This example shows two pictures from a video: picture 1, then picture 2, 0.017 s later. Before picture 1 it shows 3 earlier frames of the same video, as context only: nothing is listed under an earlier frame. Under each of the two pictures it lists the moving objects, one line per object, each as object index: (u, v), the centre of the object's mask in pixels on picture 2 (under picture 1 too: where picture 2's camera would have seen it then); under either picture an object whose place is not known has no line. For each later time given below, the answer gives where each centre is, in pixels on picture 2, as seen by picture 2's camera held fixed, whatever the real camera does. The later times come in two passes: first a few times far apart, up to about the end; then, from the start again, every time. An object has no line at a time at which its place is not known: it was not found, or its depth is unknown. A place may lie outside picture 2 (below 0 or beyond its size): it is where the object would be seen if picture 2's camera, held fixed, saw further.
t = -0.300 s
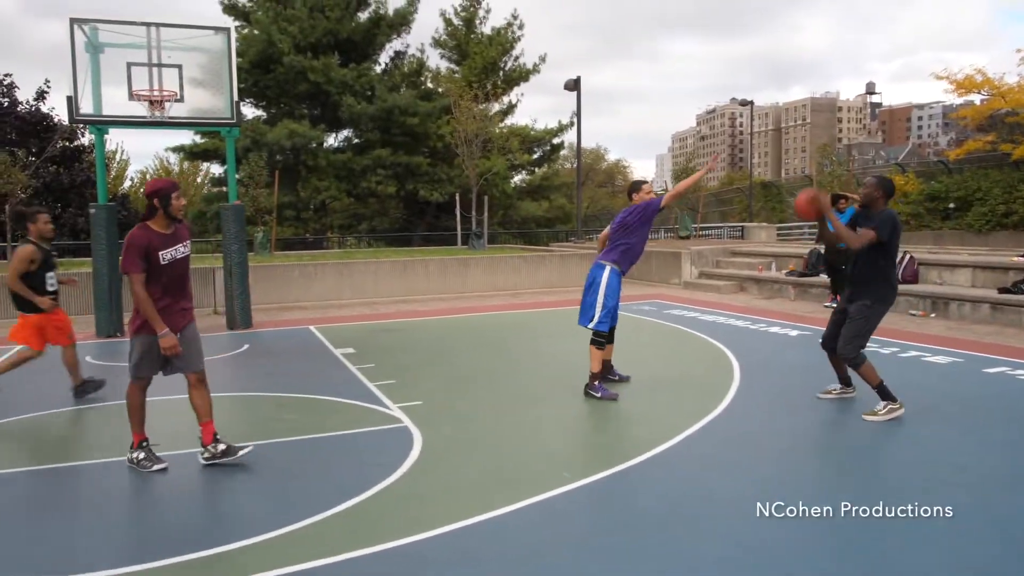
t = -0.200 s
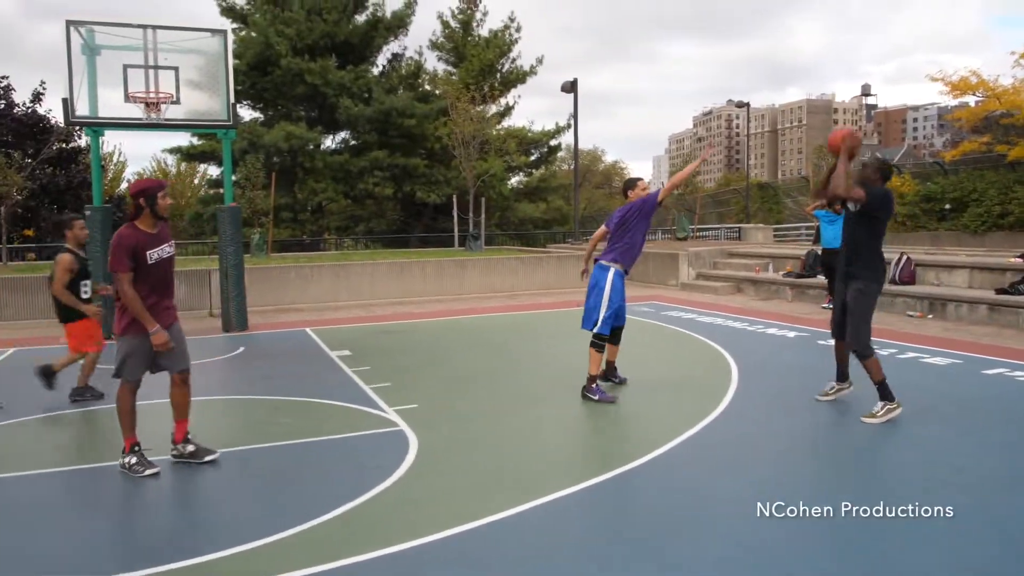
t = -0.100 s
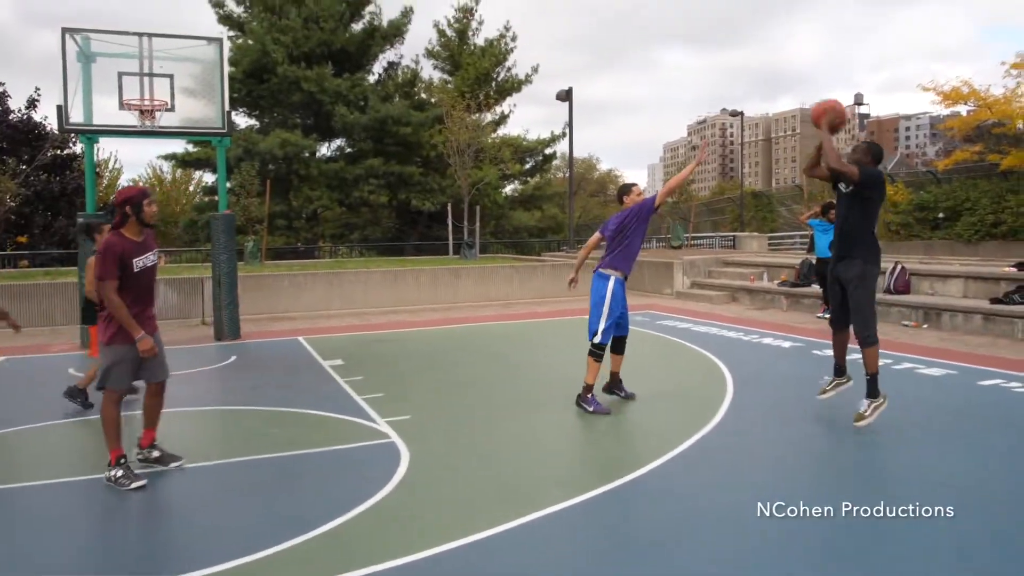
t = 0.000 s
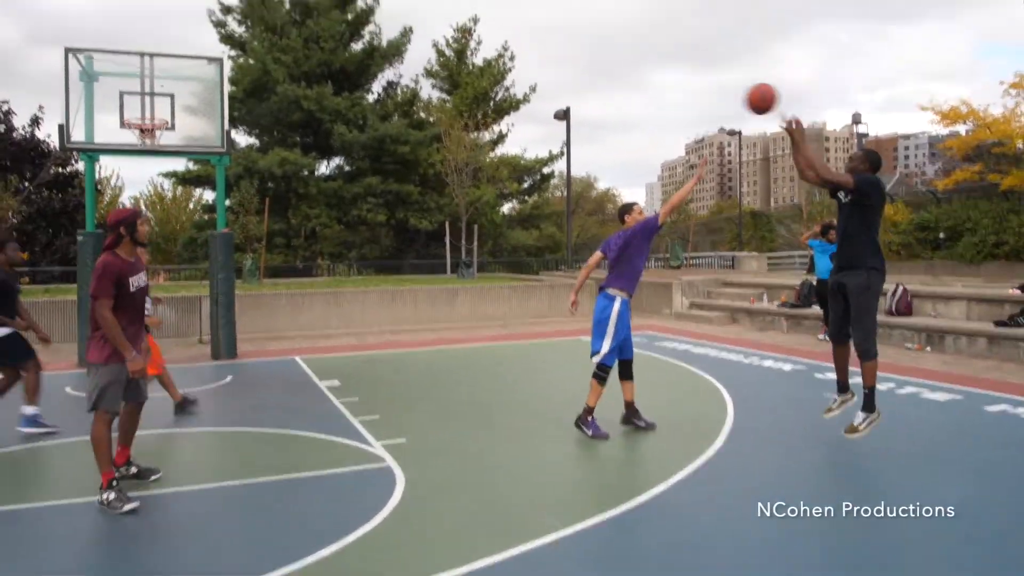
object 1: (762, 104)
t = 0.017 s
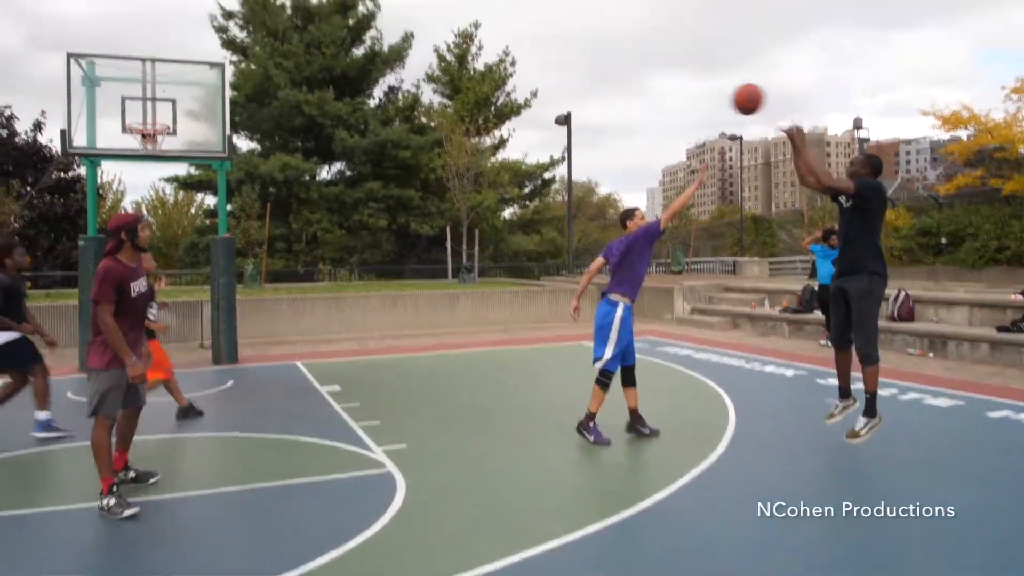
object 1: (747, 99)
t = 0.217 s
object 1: (588, 75)
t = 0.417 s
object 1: (453, 98)
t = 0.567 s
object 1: (366, 141)
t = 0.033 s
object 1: (733, 95)
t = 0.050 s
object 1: (719, 91)
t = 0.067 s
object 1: (705, 87)
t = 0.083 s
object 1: (691, 84)
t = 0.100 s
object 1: (678, 82)
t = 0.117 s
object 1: (664, 80)
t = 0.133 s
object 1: (651, 78)
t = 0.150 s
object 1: (638, 77)
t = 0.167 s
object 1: (626, 75)
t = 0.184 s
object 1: (613, 75)
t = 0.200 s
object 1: (601, 75)
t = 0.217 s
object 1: (588, 75)
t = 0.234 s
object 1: (576, 75)
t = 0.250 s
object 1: (564, 76)
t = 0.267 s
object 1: (552, 77)
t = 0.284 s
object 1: (540, 78)
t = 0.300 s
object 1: (529, 80)
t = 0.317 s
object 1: (517, 81)
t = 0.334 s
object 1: (506, 84)
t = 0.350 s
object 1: (496, 85)
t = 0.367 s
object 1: (484, 88)
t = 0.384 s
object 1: (474, 91)
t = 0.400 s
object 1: (463, 94)
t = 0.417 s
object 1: (453, 98)
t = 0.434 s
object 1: (443, 102)
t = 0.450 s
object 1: (433, 107)
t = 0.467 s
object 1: (423, 111)
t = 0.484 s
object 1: (413, 114)
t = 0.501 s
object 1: (404, 120)
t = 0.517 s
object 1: (394, 124)
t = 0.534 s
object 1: (385, 129)
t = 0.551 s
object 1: (376, 135)
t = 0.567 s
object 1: (366, 141)
